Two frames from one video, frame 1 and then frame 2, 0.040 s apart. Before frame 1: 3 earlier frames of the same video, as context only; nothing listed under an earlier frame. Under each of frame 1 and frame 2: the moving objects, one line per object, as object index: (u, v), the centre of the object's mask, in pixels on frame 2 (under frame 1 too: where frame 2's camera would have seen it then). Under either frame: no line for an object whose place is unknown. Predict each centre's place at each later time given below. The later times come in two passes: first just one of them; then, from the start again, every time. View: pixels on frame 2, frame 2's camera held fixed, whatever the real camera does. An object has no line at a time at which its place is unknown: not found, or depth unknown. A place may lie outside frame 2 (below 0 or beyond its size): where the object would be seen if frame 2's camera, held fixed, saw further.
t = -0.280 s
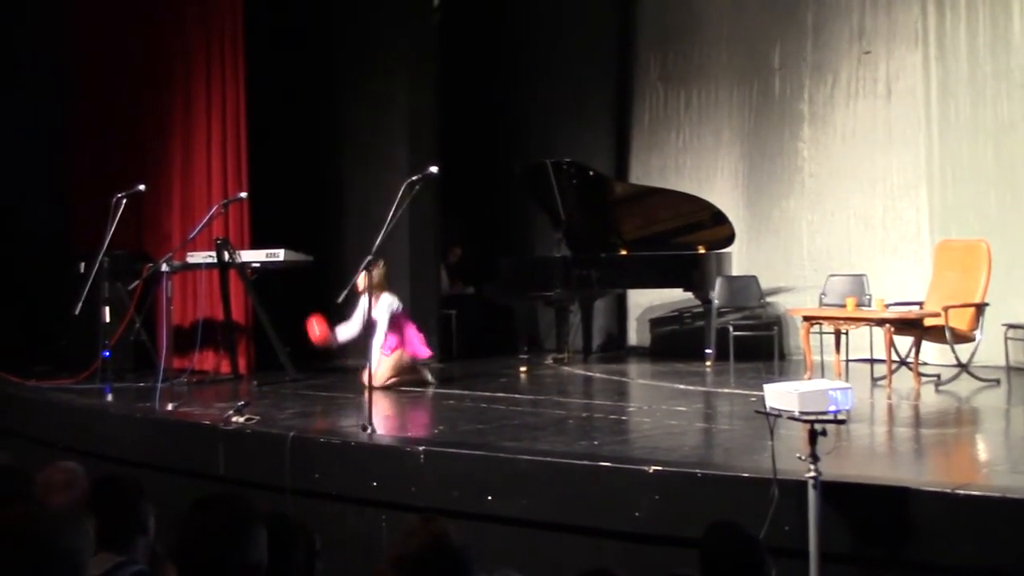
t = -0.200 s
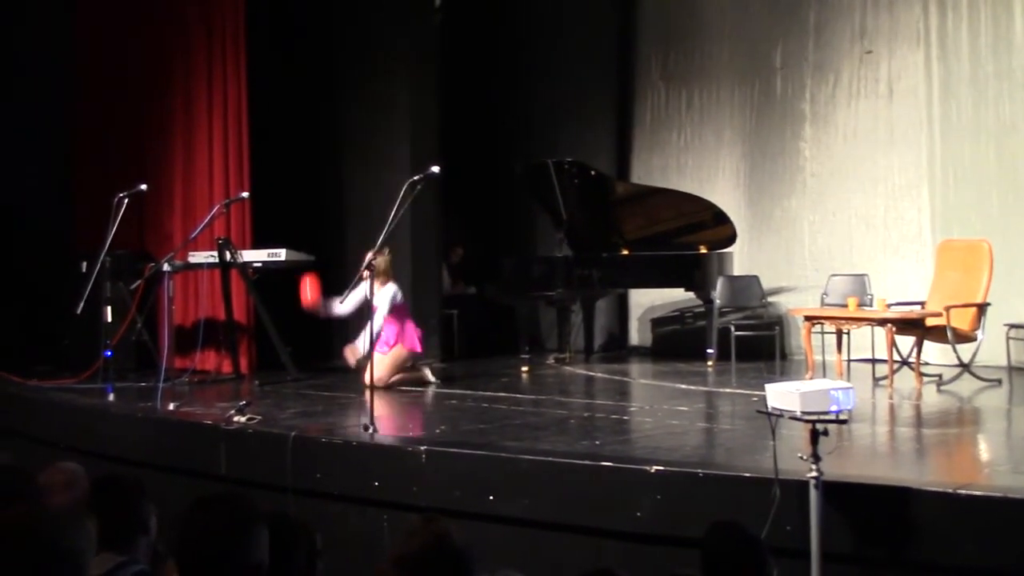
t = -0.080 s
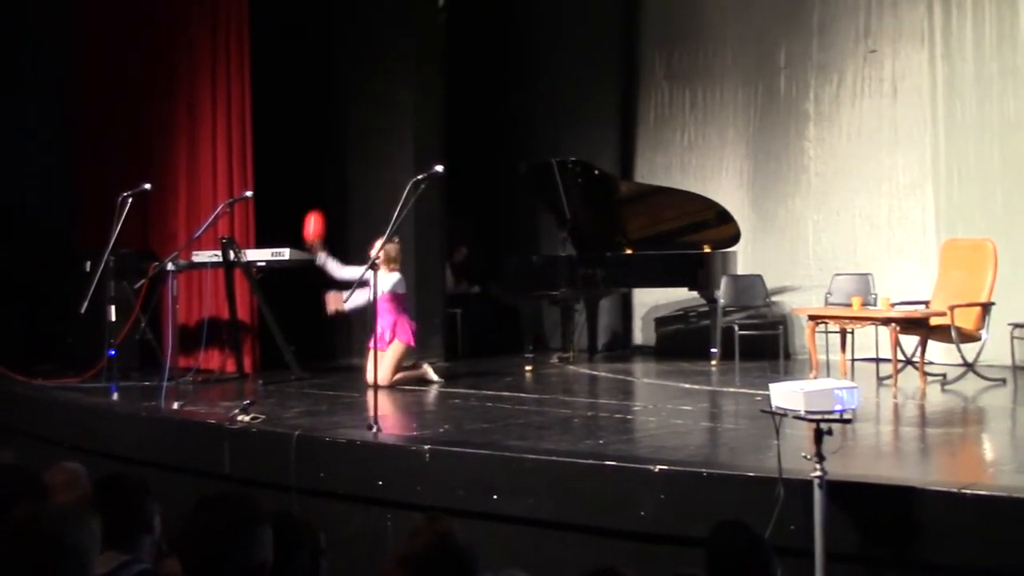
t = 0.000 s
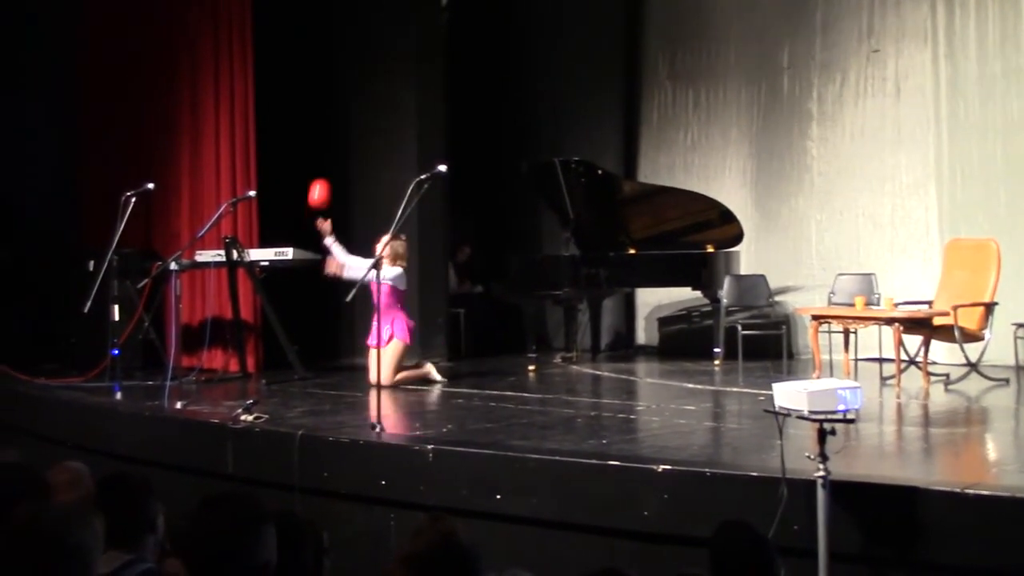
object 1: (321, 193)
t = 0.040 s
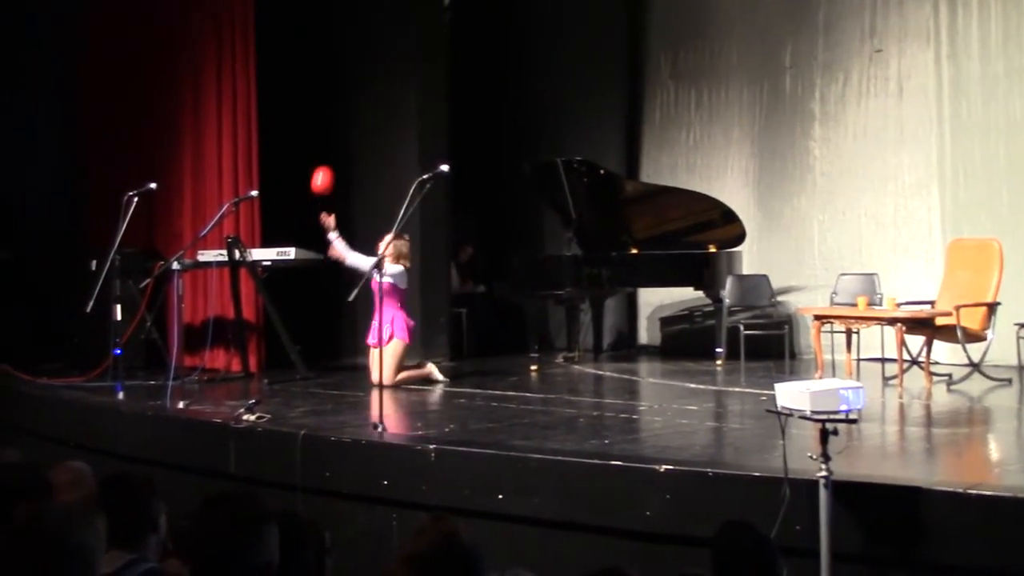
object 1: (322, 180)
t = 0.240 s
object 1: (327, 144)
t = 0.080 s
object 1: (323, 169)
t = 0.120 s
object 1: (325, 160)
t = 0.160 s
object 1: (326, 153)
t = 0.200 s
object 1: (327, 148)
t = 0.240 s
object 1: (327, 144)
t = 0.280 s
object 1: (328, 143)
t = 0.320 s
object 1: (329, 144)
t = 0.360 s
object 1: (330, 147)
